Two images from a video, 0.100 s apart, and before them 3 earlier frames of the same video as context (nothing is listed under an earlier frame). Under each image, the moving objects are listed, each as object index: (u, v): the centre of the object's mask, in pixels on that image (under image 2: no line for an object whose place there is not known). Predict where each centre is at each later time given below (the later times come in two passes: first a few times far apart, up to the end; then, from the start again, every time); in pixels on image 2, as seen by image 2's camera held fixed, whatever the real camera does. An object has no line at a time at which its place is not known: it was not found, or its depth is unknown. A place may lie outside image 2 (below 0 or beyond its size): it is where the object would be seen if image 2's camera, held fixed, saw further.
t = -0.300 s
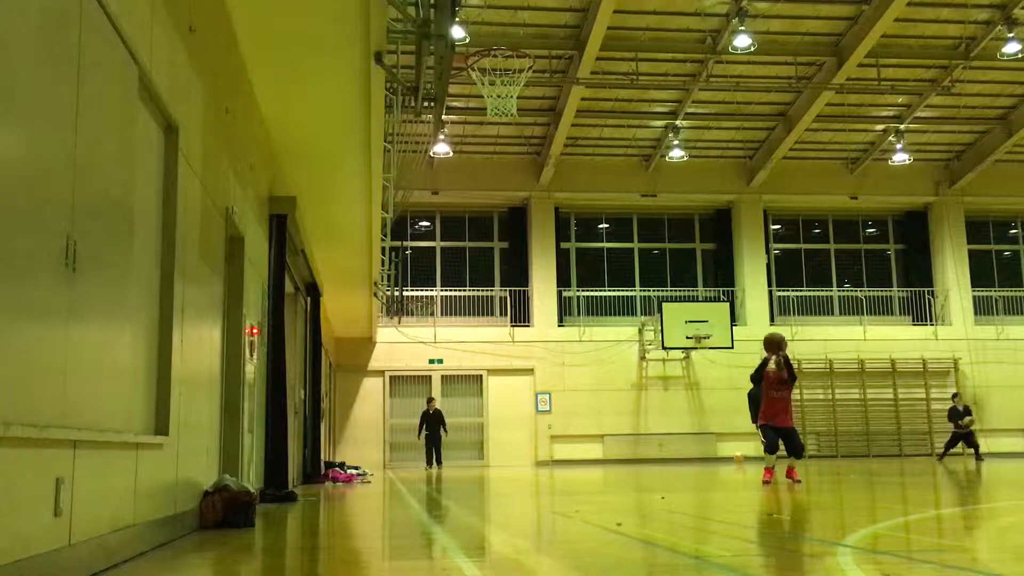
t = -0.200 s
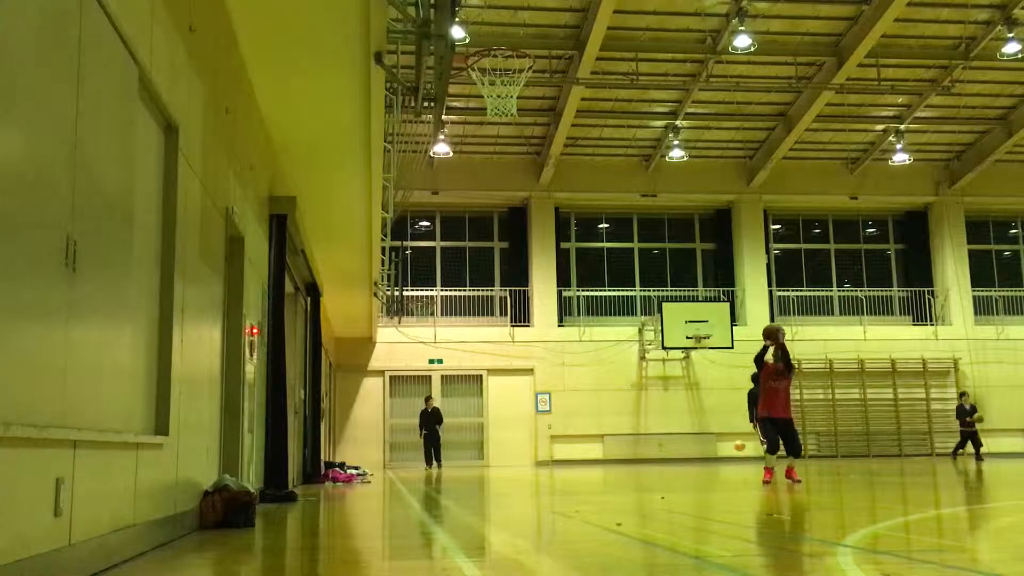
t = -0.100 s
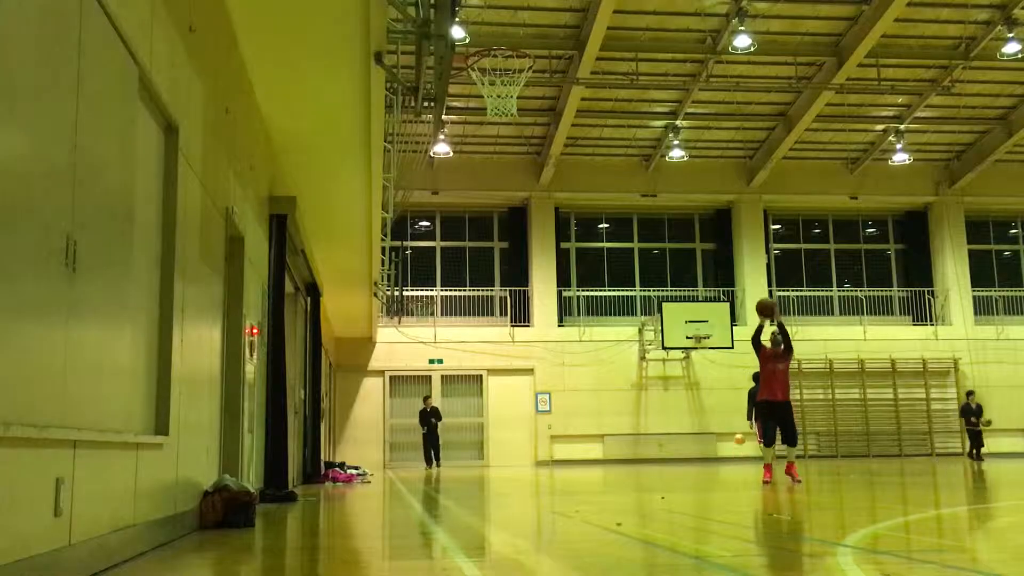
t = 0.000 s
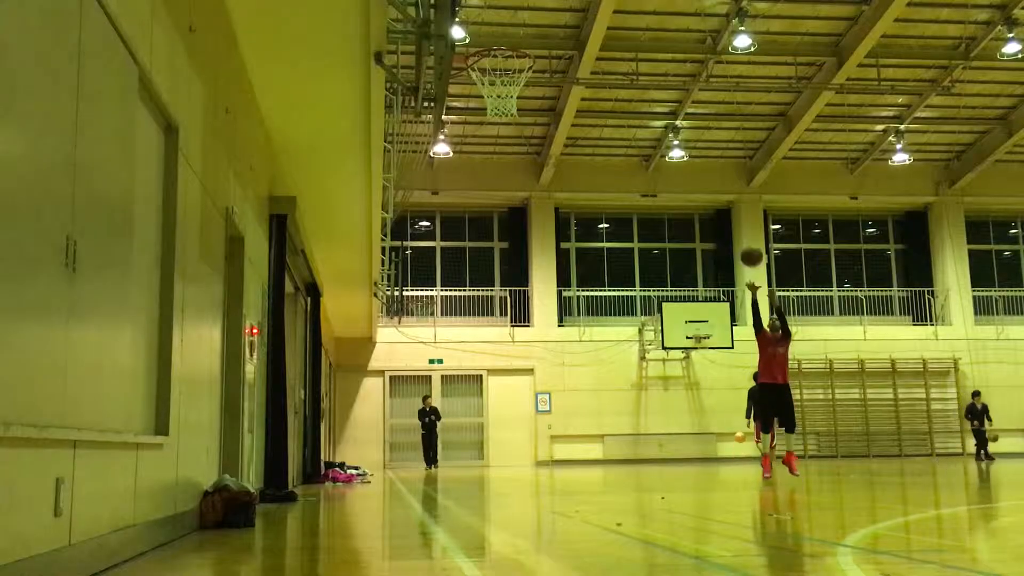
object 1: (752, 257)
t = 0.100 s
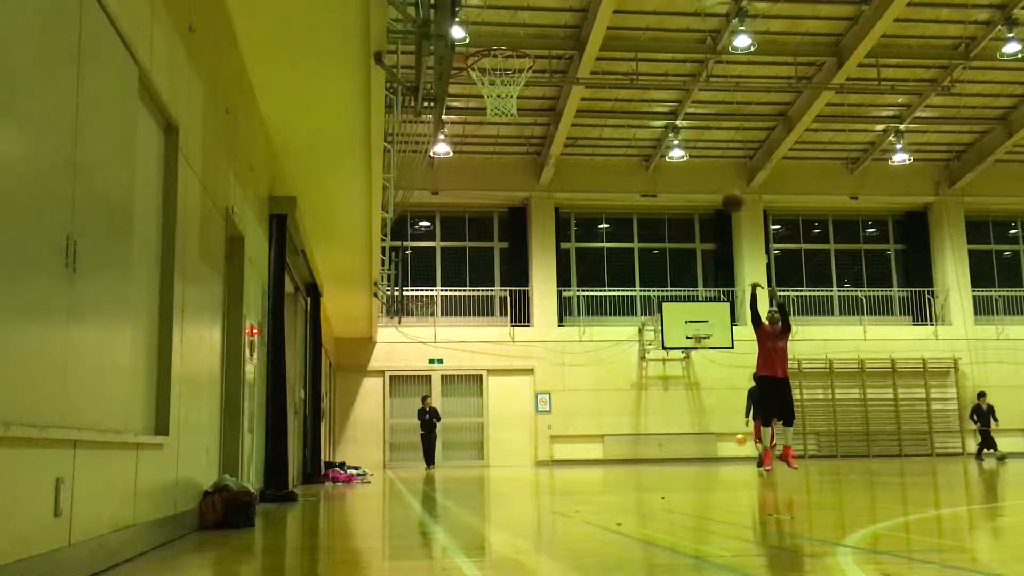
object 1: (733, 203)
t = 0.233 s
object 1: (707, 139)
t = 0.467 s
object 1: (657, 53)
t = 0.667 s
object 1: (610, 12)
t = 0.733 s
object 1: (592, 8)
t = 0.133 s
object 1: (726, 186)
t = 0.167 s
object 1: (719, 168)
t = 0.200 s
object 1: (714, 154)
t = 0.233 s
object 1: (707, 139)
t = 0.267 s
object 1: (700, 124)
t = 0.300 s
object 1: (693, 111)
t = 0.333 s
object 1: (687, 98)
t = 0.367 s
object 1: (679, 85)
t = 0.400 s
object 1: (672, 73)
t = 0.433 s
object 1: (665, 64)
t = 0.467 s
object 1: (657, 53)
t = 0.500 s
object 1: (649, 43)
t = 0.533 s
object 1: (642, 35)
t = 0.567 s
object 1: (635, 28)
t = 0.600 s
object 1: (626, 21)
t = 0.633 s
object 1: (618, 15)
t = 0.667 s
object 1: (610, 12)
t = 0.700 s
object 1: (601, 10)
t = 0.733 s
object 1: (592, 8)
